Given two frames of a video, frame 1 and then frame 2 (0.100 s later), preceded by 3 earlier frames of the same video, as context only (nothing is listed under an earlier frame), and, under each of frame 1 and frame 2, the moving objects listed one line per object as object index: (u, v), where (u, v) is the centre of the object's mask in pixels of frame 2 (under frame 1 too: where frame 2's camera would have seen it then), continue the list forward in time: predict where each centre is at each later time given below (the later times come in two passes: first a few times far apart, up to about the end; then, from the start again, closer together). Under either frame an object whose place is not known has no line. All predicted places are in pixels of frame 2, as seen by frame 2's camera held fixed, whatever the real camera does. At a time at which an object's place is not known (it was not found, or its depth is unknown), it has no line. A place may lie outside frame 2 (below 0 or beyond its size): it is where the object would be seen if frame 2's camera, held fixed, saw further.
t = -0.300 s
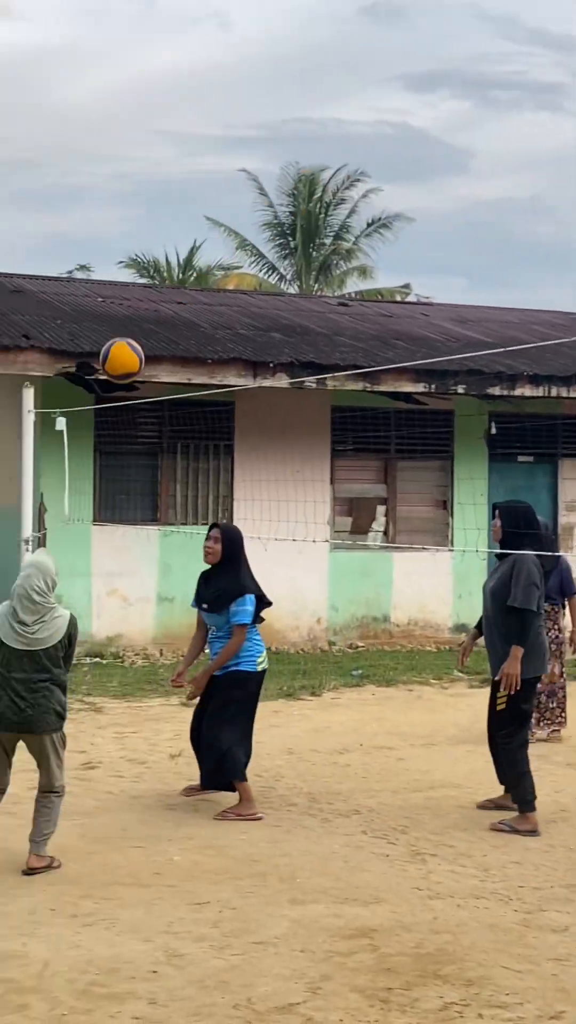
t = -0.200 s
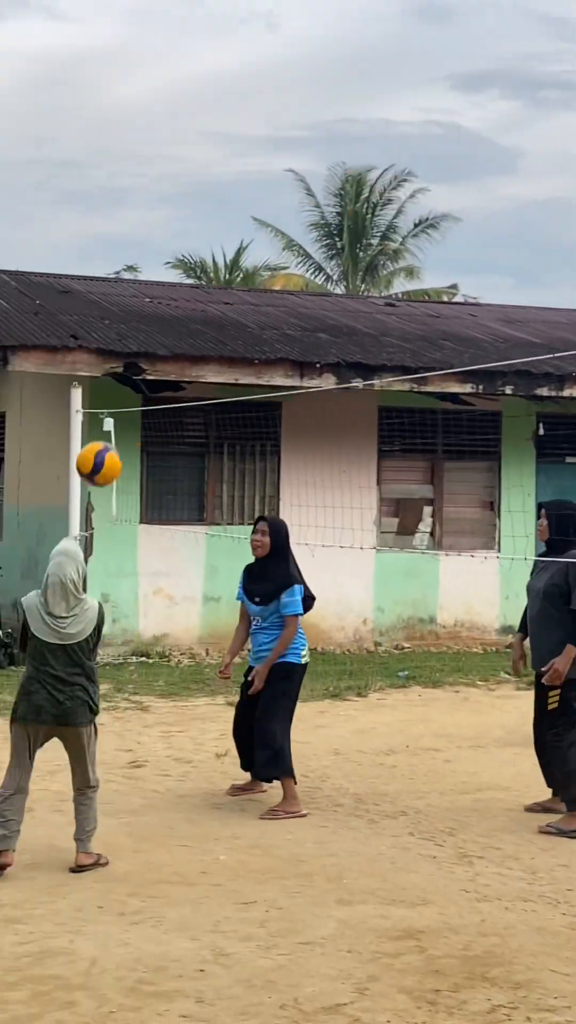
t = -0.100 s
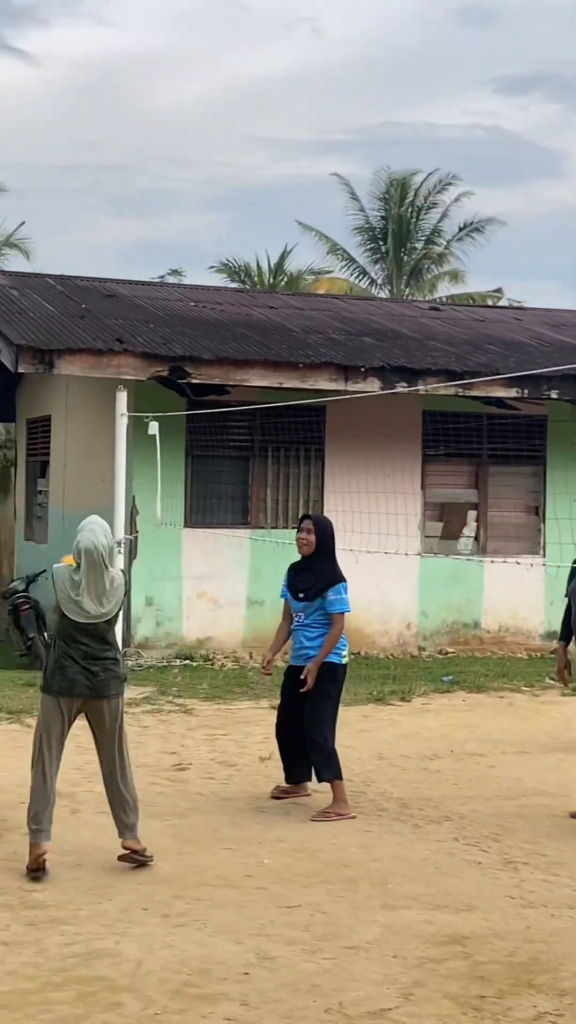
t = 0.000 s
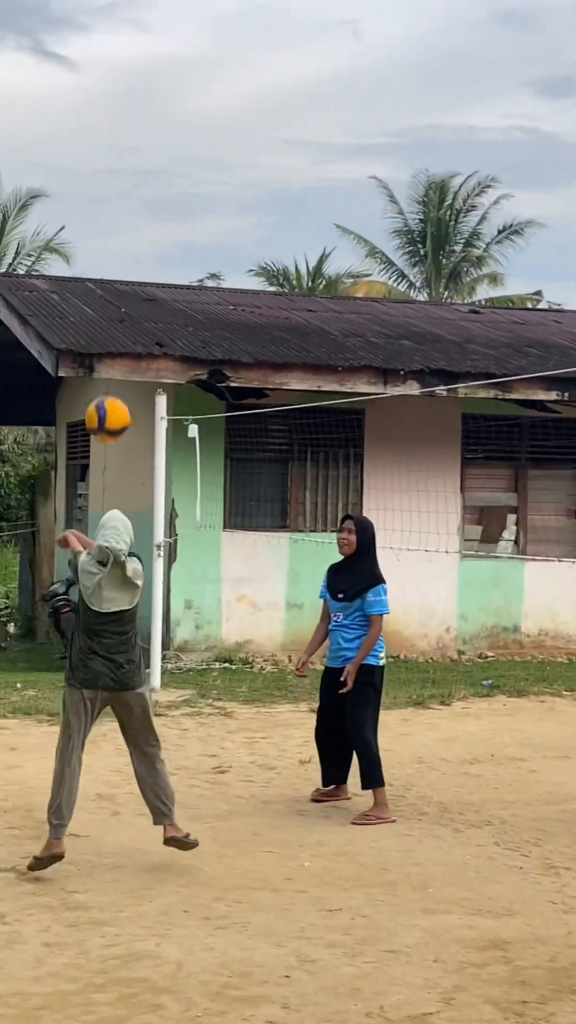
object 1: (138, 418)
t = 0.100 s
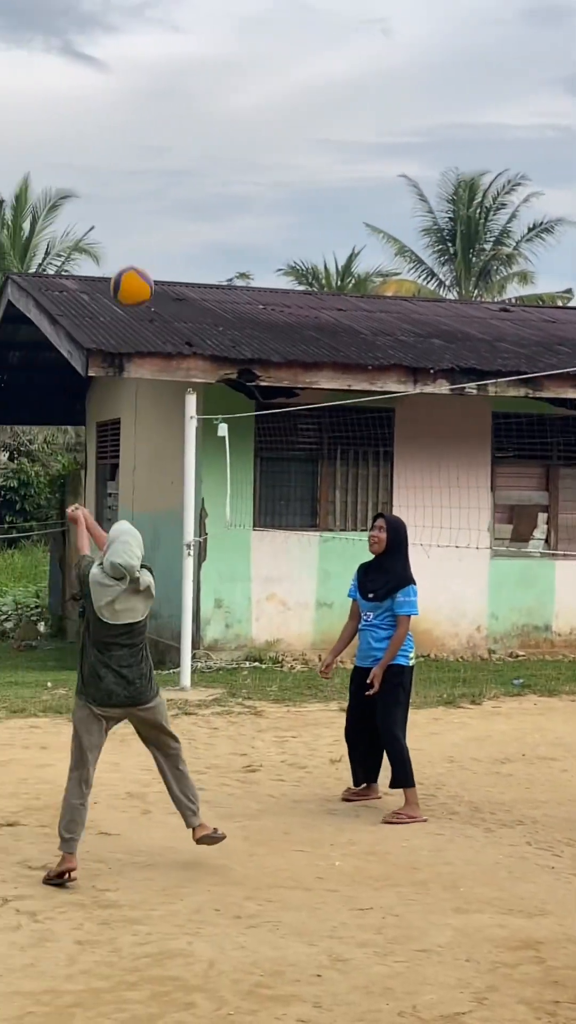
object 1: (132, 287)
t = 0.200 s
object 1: (127, 184)
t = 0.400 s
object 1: (118, 52)
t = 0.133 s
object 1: (130, 250)
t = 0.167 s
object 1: (129, 216)
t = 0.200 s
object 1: (127, 184)
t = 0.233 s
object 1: (125, 156)
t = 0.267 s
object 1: (124, 130)
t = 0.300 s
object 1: (122, 107)
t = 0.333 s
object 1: (121, 86)
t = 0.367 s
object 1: (120, 68)
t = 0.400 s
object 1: (118, 52)
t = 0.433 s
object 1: (117, 39)
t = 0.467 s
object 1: (116, 28)
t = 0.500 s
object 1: (115, 19)
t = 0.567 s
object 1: (113, 11)
